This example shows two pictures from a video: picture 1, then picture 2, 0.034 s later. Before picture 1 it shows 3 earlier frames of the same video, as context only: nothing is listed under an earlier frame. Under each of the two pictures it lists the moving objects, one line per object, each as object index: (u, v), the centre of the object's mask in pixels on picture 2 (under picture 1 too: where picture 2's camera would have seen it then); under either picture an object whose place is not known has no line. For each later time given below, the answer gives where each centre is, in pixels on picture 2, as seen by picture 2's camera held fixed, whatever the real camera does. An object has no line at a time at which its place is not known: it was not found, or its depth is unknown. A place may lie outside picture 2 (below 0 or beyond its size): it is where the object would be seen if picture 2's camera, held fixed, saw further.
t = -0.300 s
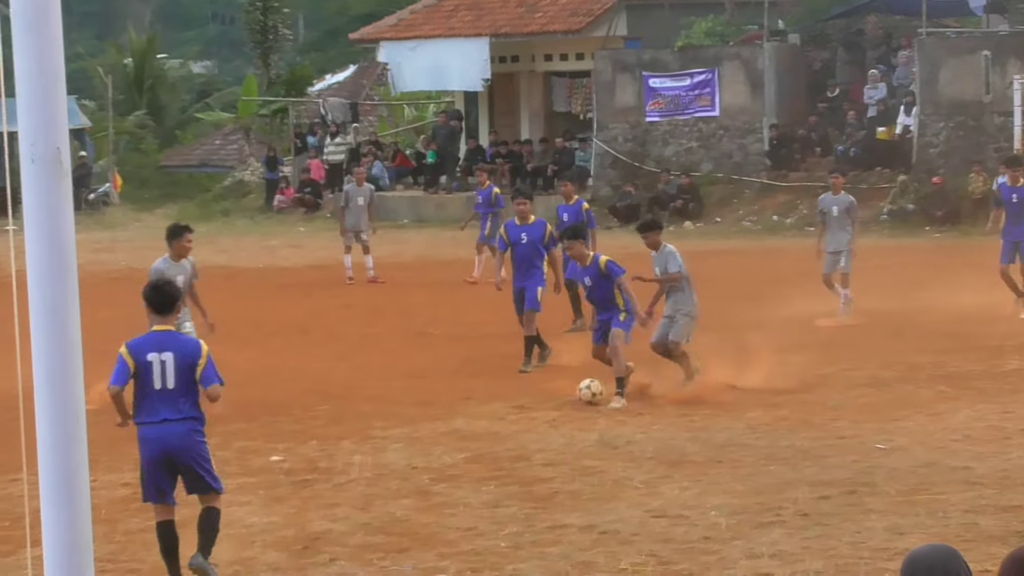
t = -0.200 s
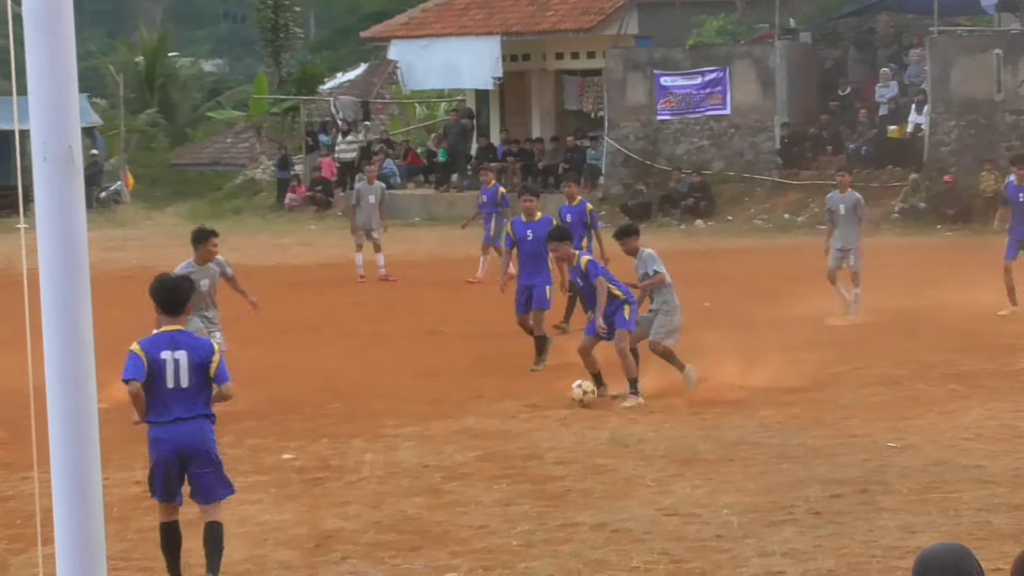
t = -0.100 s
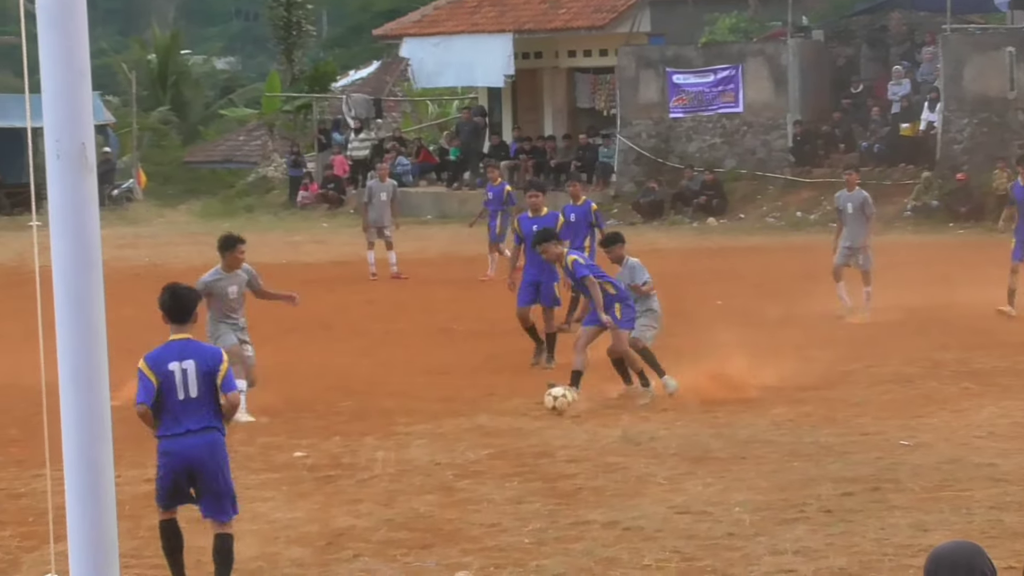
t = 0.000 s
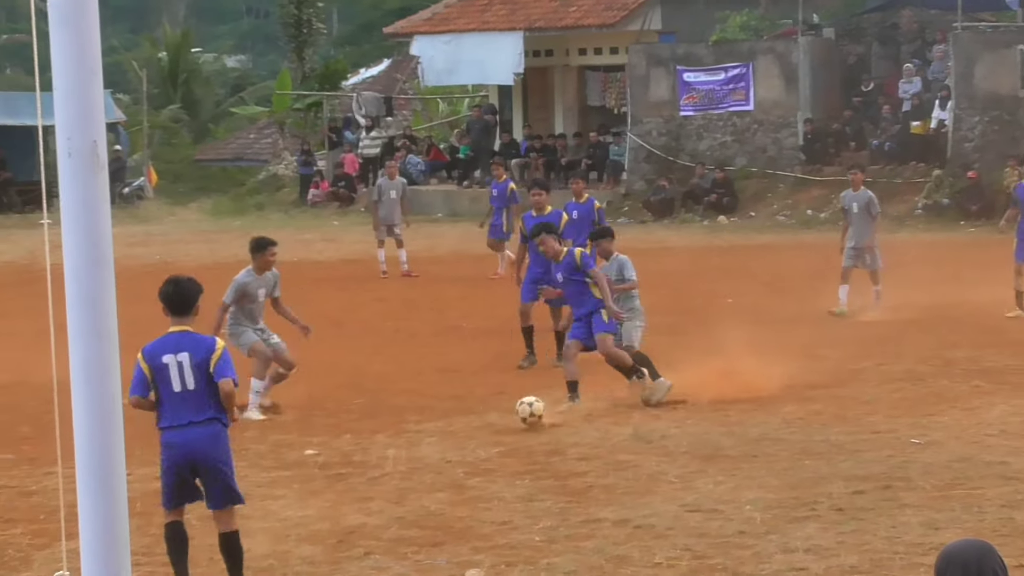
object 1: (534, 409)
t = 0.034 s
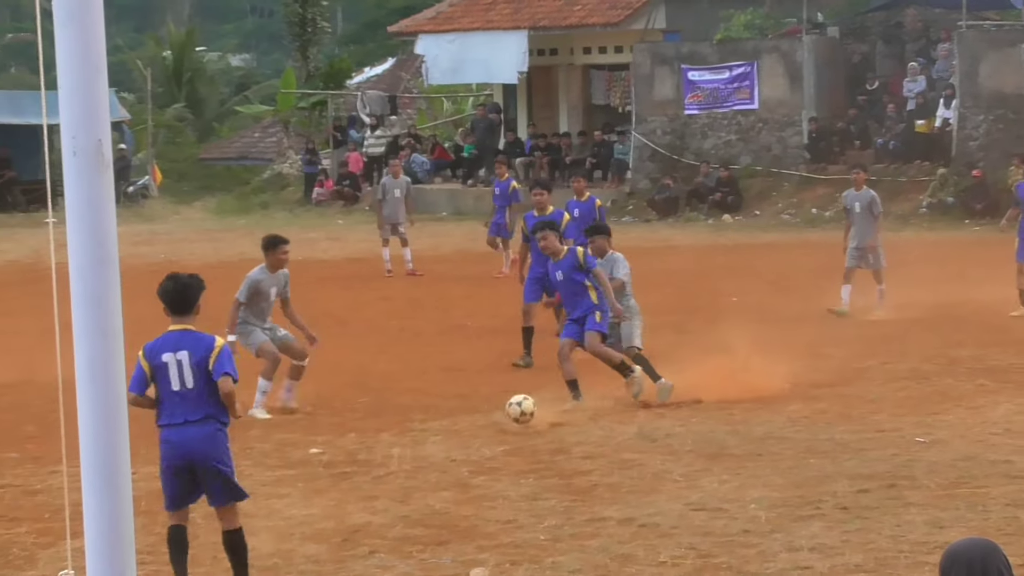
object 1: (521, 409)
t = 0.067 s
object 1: (514, 409)
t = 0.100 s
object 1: (500, 412)
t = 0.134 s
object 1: (485, 418)
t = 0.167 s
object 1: (479, 422)
